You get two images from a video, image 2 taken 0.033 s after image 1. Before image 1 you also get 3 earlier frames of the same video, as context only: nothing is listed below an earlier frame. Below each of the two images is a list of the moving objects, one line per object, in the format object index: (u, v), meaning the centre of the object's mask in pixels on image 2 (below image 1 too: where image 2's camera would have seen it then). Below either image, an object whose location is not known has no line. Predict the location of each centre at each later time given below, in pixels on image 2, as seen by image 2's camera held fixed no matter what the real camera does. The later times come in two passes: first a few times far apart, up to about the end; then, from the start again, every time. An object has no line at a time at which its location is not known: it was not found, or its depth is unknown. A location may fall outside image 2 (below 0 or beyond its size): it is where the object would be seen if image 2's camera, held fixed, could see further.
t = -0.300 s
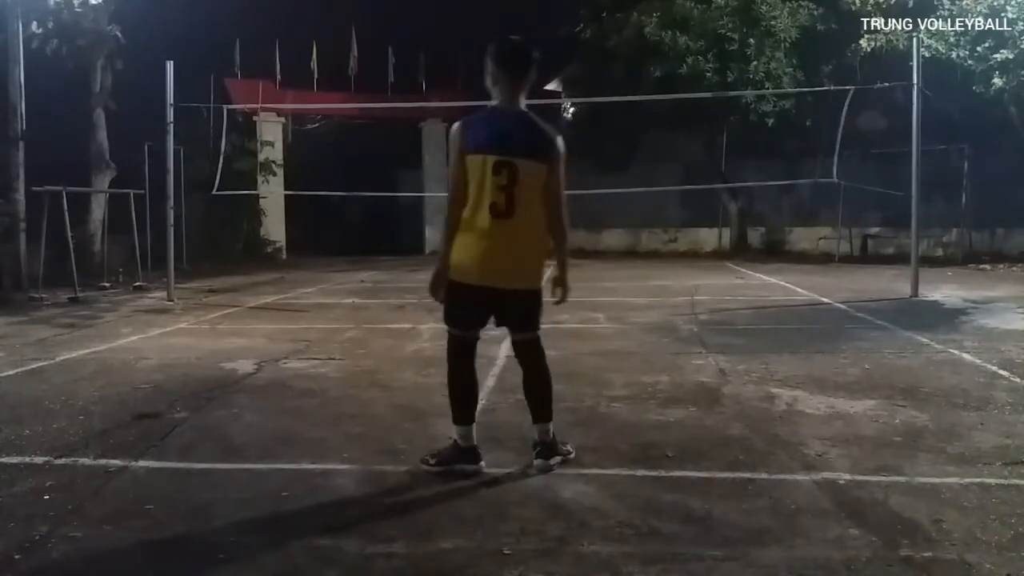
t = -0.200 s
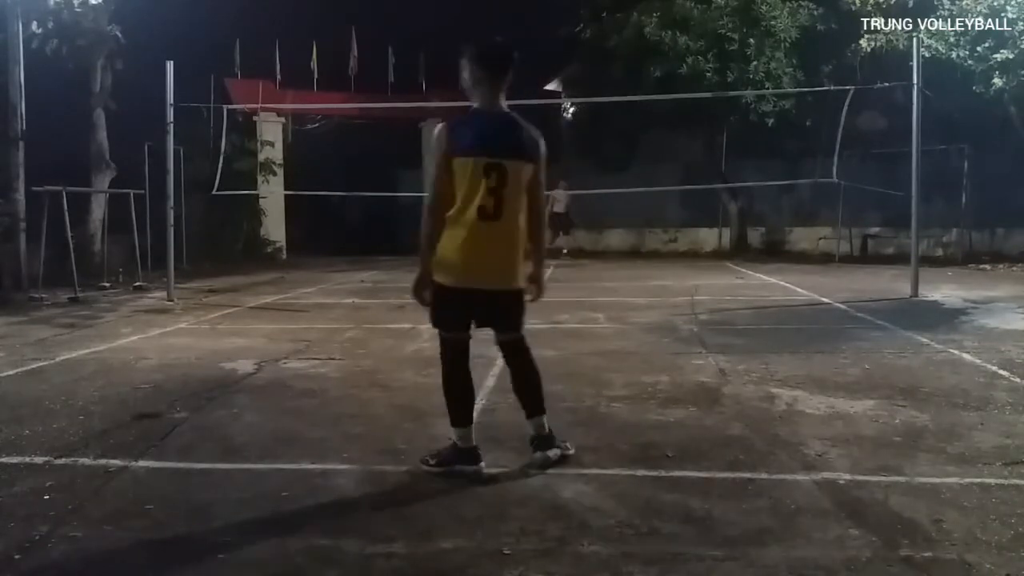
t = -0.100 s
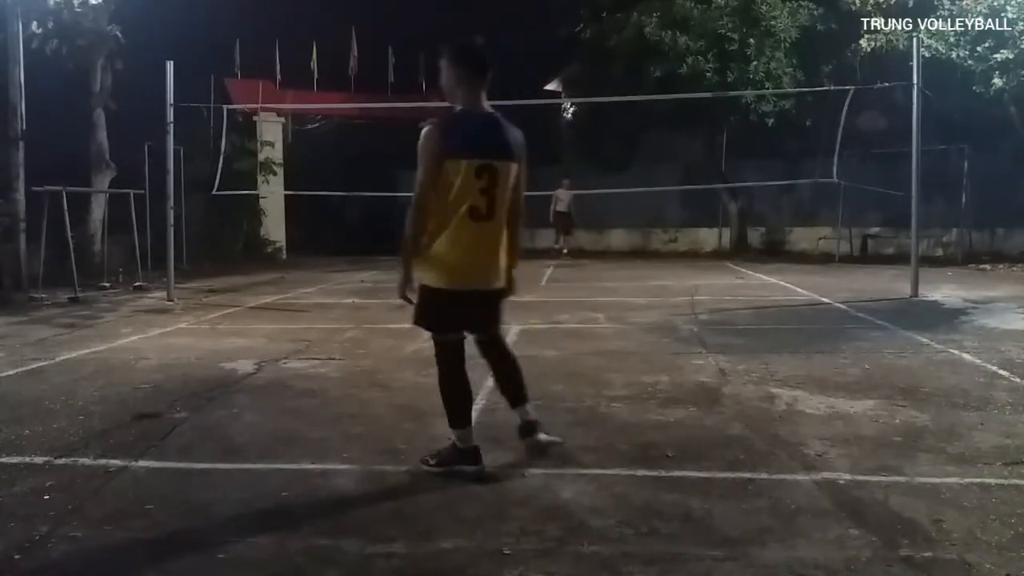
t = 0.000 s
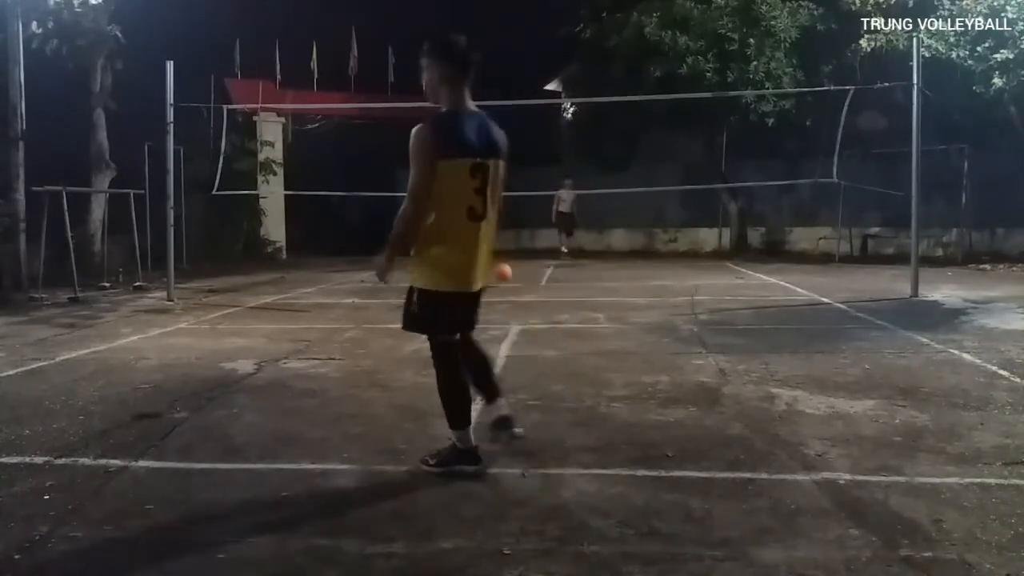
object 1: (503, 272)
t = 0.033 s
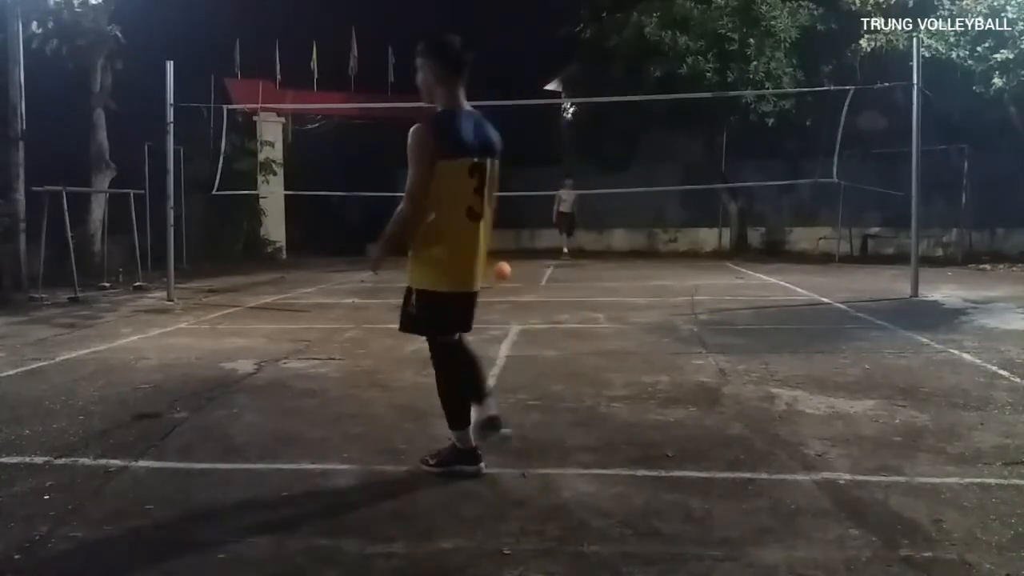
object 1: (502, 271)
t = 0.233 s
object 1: (494, 276)
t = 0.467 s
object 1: (482, 275)
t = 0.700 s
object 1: (470, 290)
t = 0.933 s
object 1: (454, 297)
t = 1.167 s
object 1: (437, 299)
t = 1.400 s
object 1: (417, 310)
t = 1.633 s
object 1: (392, 330)
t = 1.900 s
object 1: (358, 344)
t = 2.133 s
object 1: (322, 364)
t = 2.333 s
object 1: (284, 370)
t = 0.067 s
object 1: (501, 270)
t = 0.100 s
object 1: (499, 270)
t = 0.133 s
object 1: (498, 270)
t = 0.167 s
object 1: (497, 270)
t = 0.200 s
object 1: (495, 272)
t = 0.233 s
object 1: (494, 276)
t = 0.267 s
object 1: (492, 280)
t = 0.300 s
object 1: (490, 284)
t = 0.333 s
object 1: (489, 282)
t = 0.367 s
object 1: (487, 279)
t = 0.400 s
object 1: (485, 277)
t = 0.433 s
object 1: (484, 276)
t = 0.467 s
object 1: (482, 275)
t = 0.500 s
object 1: (481, 276)
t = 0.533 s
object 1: (479, 279)
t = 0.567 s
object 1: (478, 282)
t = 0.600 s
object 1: (476, 286)
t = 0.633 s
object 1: (474, 291)
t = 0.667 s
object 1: (471, 293)
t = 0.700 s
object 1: (470, 290)
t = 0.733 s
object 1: (467, 288)
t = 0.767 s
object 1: (465, 287)
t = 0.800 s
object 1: (464, 287)
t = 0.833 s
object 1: (461, 288)
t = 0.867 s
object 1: (459, 290)
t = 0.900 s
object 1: (457, 292)
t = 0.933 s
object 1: (454, 297)
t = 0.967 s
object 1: (452, 303)
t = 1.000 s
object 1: (449, 305)
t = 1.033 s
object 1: (447, 302)
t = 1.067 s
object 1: (445, 300)
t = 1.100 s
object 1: (443, 298)
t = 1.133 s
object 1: (440, 298)
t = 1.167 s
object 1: (437, 299)
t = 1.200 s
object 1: (435, 301)
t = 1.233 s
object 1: (433, 306)
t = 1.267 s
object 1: (429, 311)
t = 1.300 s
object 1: (426, 317)
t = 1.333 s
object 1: (423, 314)
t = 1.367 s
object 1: (420, 312)
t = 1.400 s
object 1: (417, 310)
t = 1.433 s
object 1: (414, 310)
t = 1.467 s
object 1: (411, 311)
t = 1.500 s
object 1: (407, 315)
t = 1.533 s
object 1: (404, 318)
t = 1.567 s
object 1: (399, 325)
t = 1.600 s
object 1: (396, 332)
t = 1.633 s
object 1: (392, 330)
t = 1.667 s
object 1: (388, 327)
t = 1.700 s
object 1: (385, 326)
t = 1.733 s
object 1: (380, 327)
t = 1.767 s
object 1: (375, 330)
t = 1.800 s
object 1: (372, 334)
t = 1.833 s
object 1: (367, 340)
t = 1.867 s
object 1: (363, 347)
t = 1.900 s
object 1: (358, 344)
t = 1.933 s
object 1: (354, 343)
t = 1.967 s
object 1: (349, 343)
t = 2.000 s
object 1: (343, 344)
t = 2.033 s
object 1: (338, 347)
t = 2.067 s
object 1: (333, 352)
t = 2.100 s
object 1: (327, 360)
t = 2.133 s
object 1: (322, 364)
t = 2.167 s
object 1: (316, 361)
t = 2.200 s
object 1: (310, 360)
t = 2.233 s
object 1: (304, 360)
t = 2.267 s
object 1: (298, 361)
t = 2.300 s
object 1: (291, 364)
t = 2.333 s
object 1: (284, 370)
